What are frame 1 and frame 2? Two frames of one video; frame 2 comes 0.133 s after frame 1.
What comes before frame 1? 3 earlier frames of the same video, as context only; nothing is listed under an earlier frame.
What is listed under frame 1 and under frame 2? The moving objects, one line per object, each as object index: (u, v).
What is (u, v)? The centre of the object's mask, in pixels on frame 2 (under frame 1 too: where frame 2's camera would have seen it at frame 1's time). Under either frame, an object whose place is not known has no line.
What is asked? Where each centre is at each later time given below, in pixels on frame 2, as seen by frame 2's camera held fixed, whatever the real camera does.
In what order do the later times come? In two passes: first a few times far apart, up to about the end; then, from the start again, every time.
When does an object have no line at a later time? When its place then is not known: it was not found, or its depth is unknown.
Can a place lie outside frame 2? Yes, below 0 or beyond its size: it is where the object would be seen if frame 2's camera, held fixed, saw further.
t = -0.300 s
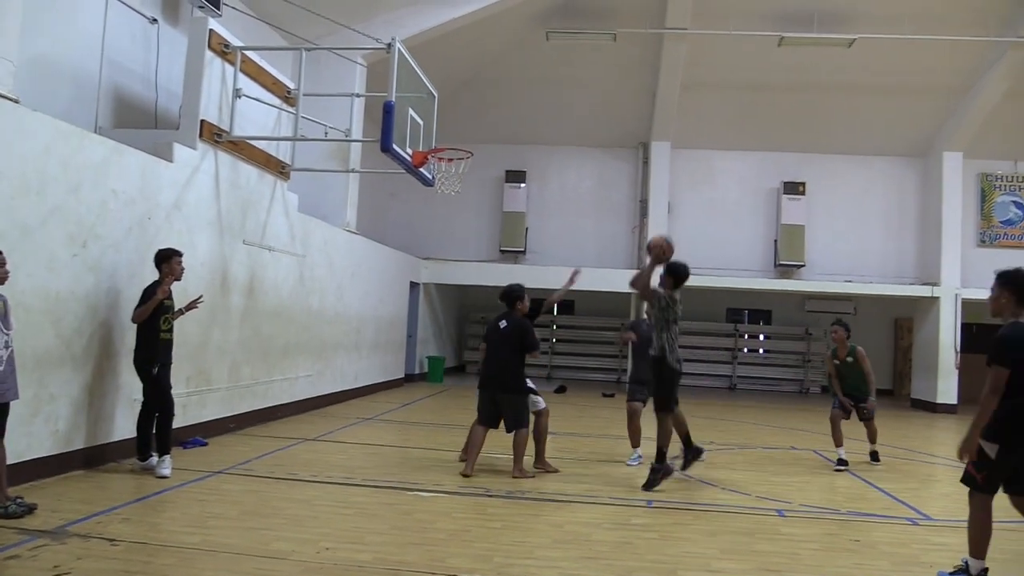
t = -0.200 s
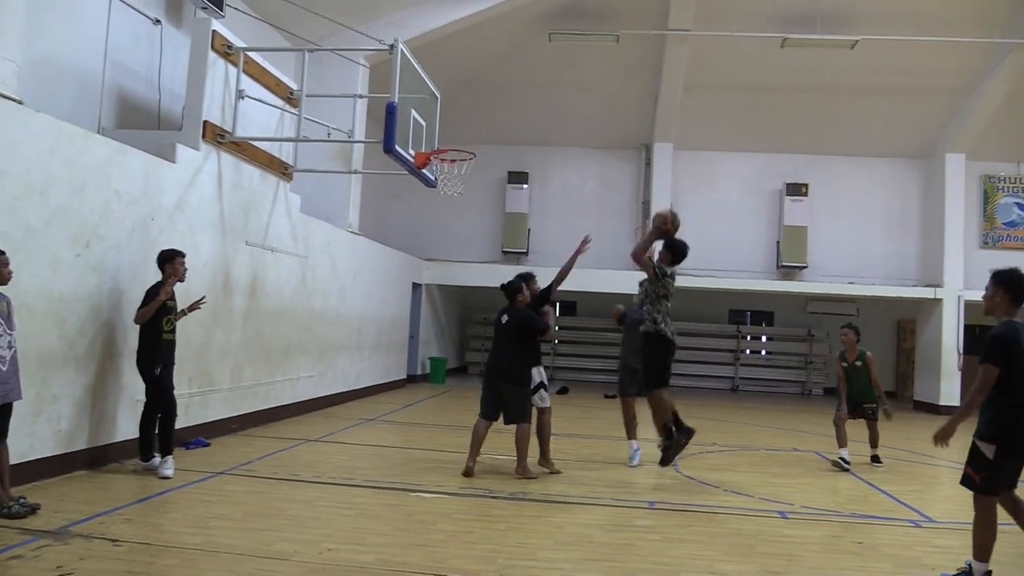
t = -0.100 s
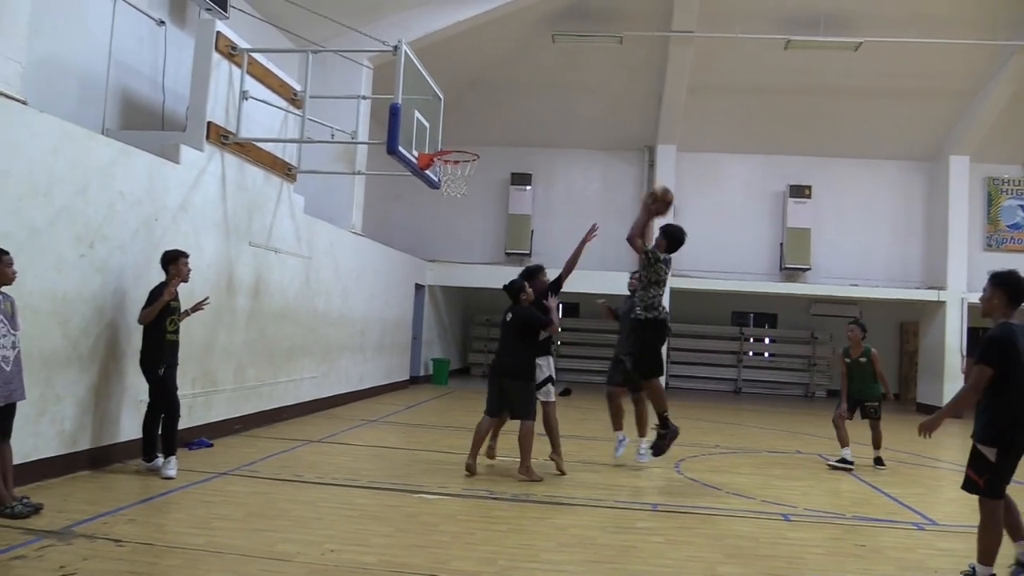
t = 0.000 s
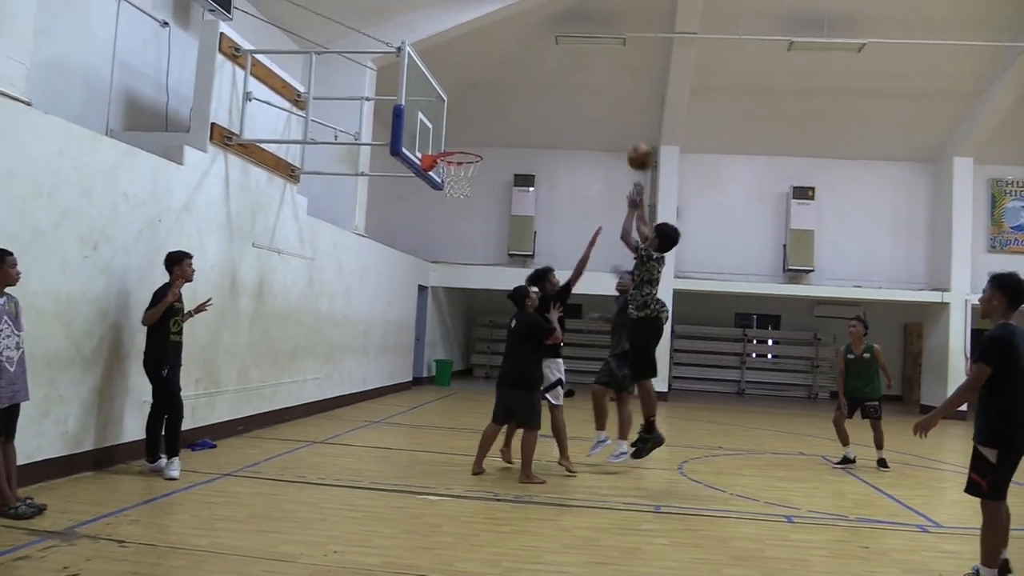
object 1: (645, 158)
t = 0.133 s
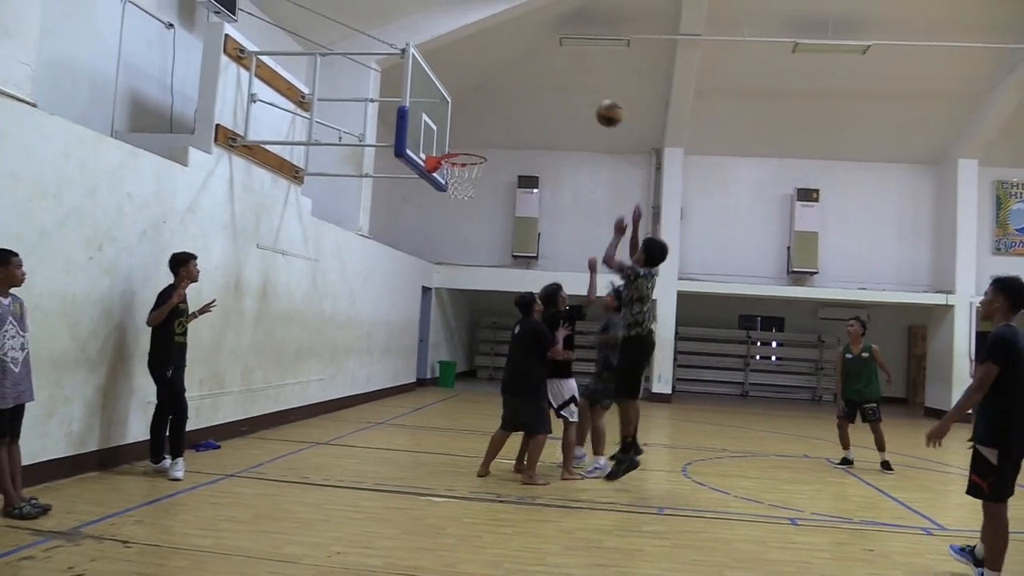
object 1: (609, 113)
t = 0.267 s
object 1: (576, 91)
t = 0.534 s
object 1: (513, 98)
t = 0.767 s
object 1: (461, 156)
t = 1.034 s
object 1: (459, 116)
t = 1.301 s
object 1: (451, 143)
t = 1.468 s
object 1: (443, 206)
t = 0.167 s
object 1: (601, 105)
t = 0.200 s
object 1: (593, 99)
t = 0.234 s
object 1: (584, 95)
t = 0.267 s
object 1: (576, 91)
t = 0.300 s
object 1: (568, 87)
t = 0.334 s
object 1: (560, 86)
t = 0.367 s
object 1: (552, 85)
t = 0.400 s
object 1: (543, 86)
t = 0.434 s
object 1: (536, 87)
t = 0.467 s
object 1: (529, 90)
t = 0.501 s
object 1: (521, 93)
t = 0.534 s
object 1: (513, 98)
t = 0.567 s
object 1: (505, 103)
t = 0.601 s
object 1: (498, 109)
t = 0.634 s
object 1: (491, 117)
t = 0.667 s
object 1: (483, 125)
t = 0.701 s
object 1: (476, 135)
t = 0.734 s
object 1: (469, 145)
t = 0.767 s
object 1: (461, 156)
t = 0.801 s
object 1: (461, 149)
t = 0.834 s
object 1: (461, 142)
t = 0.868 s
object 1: (461, 136)
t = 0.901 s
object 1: (461, 130)
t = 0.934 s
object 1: (460, 126)
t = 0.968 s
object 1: (460, 121)
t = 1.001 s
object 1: (459, 118)
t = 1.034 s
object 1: (459, 116)
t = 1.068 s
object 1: (458, 116)
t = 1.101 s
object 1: (458, 116)
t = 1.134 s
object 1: (457, 117)
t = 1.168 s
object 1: (456, 120)
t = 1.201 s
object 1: (455, 124)
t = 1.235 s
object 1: (453, 129)
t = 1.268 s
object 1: (453, 135)
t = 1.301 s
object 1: (451, 143)
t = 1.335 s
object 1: (450, 152)
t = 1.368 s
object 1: (449, 164)
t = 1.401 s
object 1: (448, 176)
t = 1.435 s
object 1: (445, 192)
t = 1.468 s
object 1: (443, 206)
